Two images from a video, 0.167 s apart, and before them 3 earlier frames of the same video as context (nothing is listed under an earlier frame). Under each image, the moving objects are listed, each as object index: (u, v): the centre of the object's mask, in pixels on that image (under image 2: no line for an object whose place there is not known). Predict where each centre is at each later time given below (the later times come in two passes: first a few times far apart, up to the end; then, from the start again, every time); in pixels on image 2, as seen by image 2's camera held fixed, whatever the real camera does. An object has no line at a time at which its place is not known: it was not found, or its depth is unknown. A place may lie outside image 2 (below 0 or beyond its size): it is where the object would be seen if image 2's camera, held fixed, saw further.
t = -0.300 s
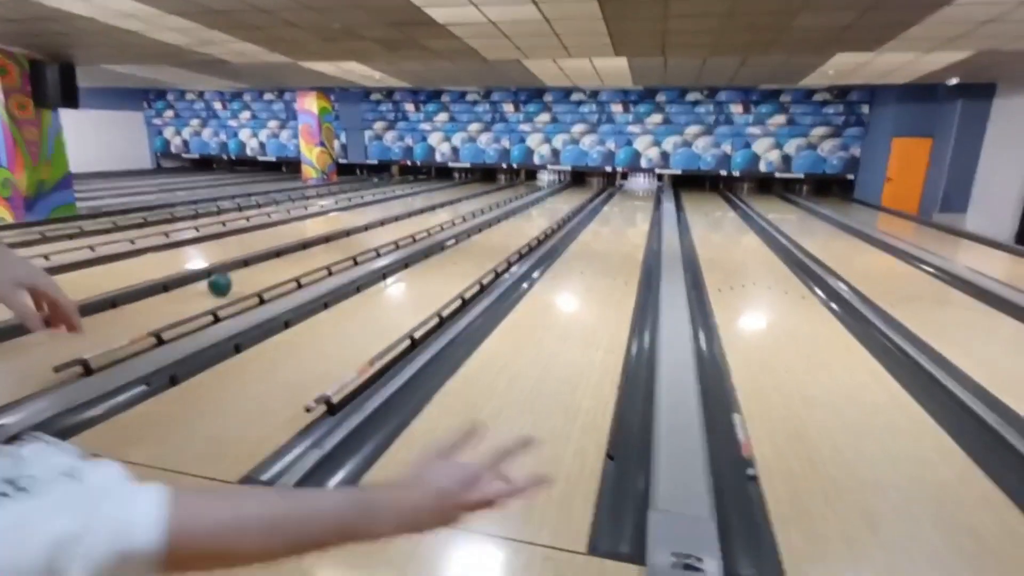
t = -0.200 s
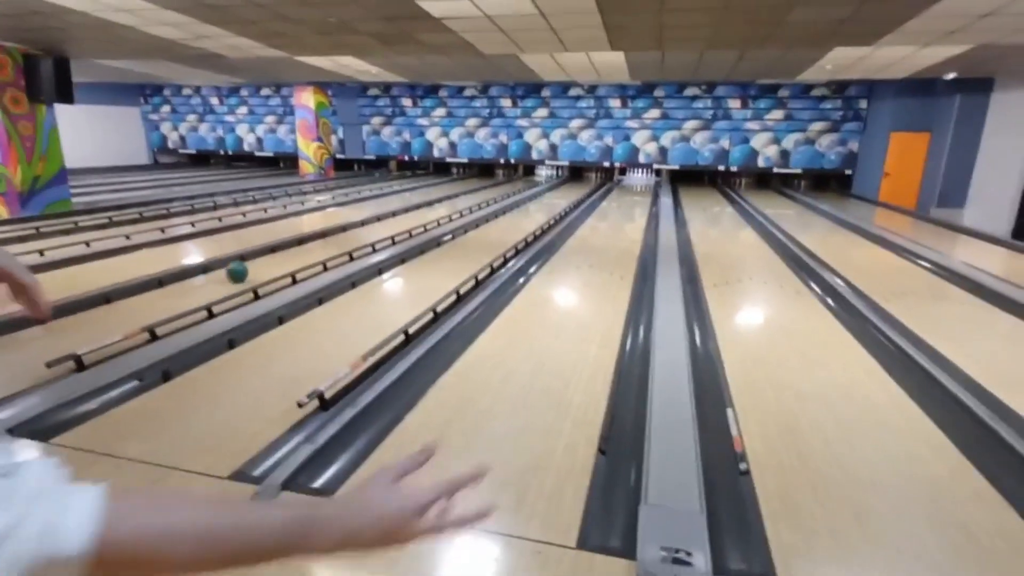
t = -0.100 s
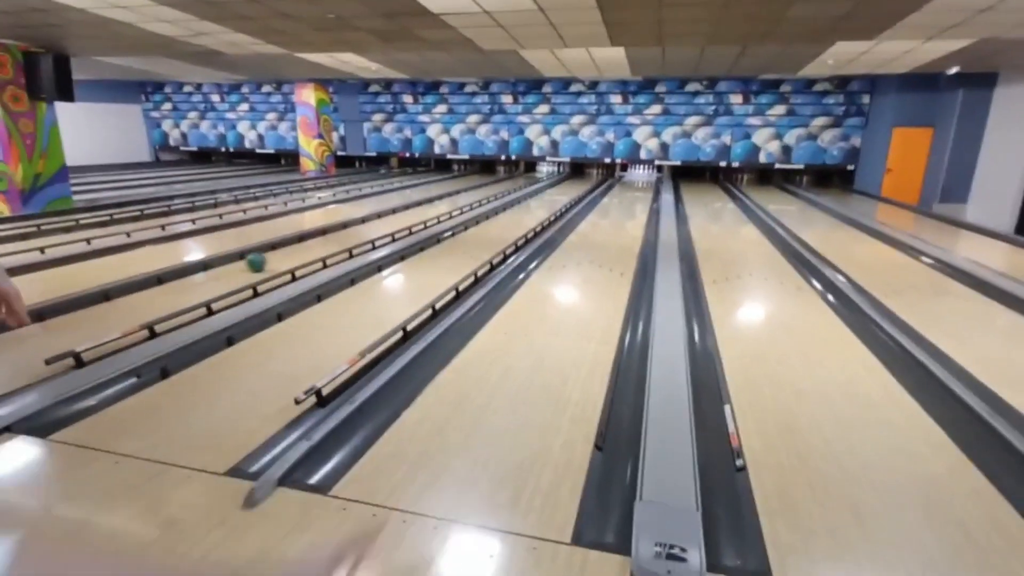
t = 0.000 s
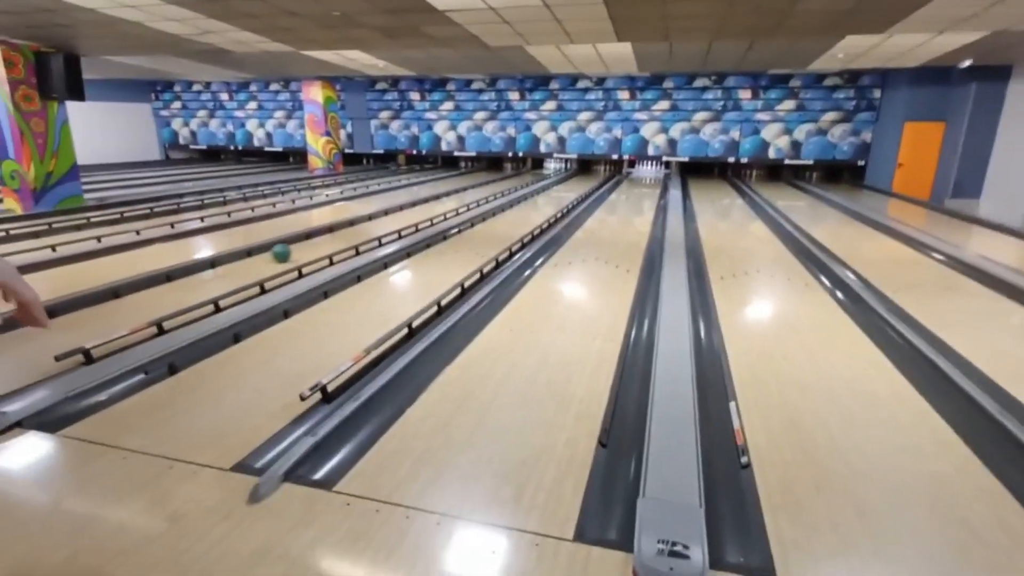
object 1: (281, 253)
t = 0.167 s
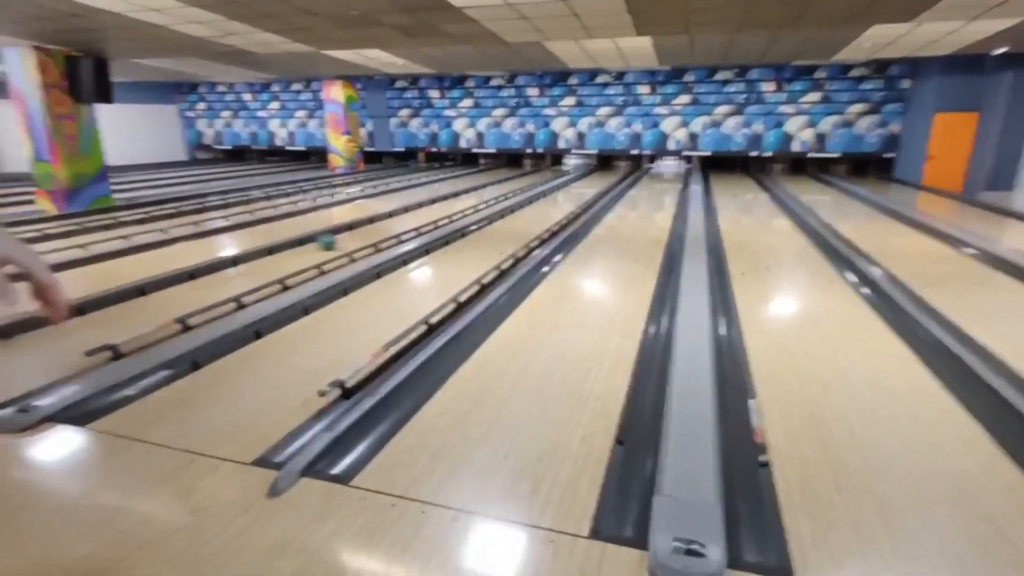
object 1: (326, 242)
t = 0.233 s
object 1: (335, 239)
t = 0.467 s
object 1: (364, 228)
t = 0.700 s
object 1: (387, 220)
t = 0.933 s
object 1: (412, 208)
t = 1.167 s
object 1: (424, 204)
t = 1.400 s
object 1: (439, 199)
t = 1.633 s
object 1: (452, 194)
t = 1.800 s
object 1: (459, 192)
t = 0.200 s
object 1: (330, 240)
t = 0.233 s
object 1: (335, 239)
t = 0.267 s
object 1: (340, 237)
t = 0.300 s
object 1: (346, 235)
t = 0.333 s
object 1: (348, 234)
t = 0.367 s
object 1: (353, 233)
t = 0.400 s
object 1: (357, 231)
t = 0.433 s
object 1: (360, 229)
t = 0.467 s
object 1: (364, 228)
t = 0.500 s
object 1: (367, 227)
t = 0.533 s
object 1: (371, 226)
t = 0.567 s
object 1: (374, 225)
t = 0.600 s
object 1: (377, 223)
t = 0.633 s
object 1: (380, 222)
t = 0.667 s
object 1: (384, 221)
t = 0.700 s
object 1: (387, 220)
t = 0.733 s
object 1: (390, 218)
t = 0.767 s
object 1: (393, 218)
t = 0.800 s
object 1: (396, 216)
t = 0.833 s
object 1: (402, 214)
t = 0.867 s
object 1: (404, 213)
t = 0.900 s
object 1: (407, 211)
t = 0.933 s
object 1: (412, 208)
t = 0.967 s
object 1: (413, 207)
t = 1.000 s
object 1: (413, 210)
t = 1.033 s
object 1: (416, 208)
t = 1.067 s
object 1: (418, 206)
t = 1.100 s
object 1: (420, 206)
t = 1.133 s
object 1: (423, 206)
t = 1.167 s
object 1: (424, 204)
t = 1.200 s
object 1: (426, 204)
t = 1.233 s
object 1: (428, 203)
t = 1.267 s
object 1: (431, 202)
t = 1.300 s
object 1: (433, 201)
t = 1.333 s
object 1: (435, 200)
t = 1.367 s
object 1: (438, 199)
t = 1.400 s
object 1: (439, 199)
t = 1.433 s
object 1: (441, 198)
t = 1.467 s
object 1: (443, 197)
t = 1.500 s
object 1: (445, 197)
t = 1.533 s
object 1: (446, 197)
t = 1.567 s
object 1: (449, 196)
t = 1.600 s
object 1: (451, 195)
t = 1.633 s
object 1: (452, 194)
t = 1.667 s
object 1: (453, 194)
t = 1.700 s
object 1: (455, 194)
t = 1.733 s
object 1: (455, 193)
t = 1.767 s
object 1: (458, 192)
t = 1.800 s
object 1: (459, 192)
